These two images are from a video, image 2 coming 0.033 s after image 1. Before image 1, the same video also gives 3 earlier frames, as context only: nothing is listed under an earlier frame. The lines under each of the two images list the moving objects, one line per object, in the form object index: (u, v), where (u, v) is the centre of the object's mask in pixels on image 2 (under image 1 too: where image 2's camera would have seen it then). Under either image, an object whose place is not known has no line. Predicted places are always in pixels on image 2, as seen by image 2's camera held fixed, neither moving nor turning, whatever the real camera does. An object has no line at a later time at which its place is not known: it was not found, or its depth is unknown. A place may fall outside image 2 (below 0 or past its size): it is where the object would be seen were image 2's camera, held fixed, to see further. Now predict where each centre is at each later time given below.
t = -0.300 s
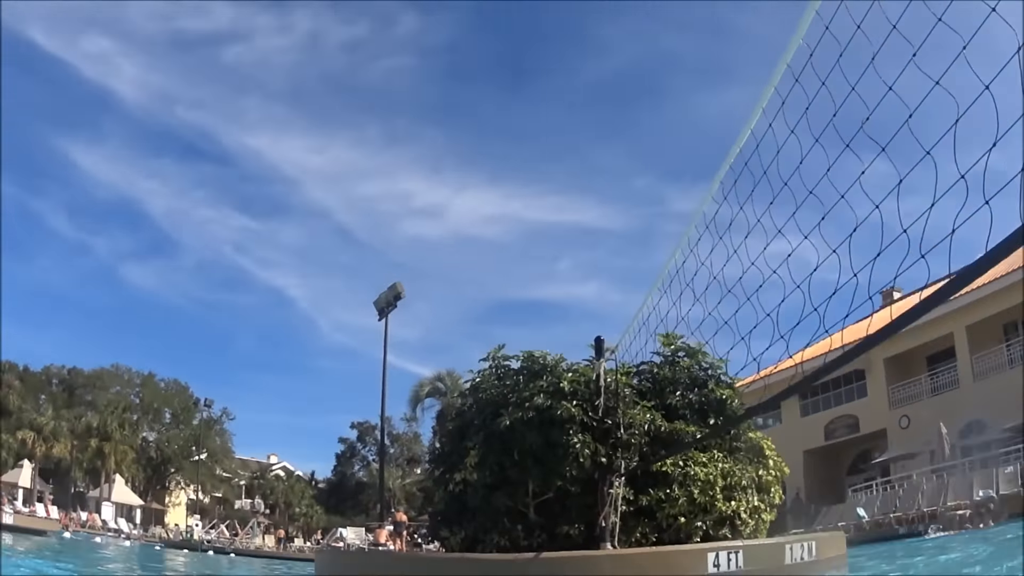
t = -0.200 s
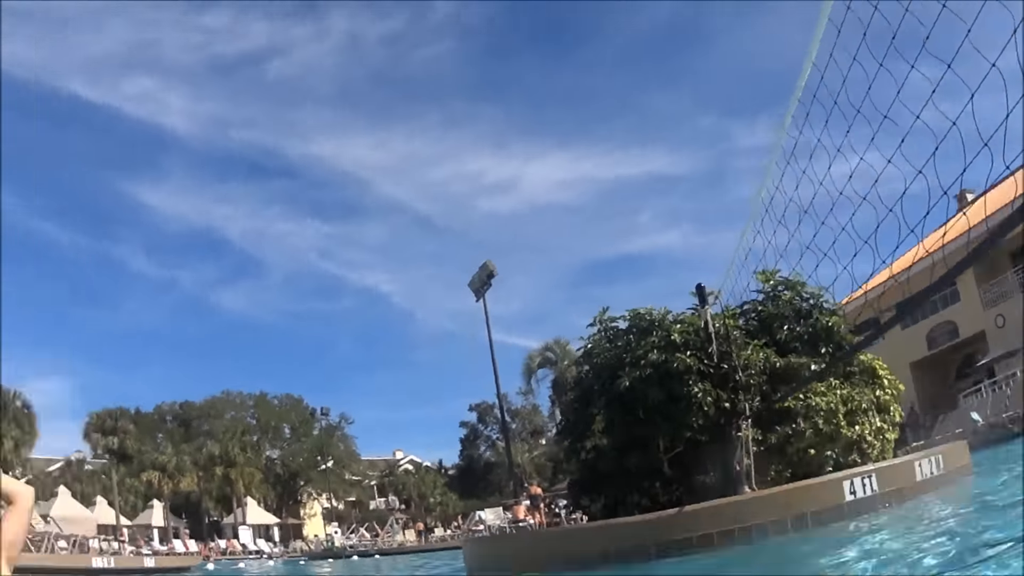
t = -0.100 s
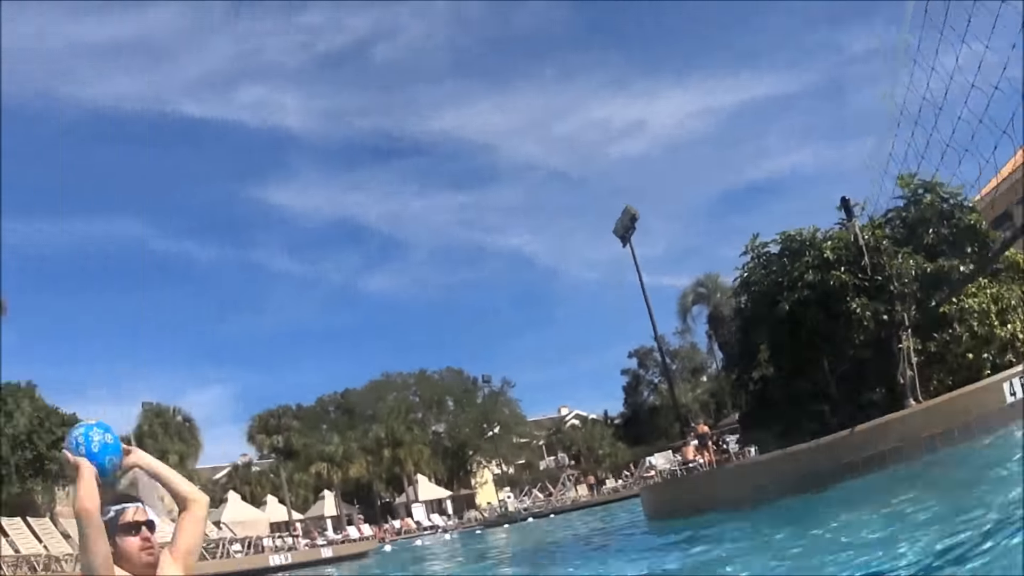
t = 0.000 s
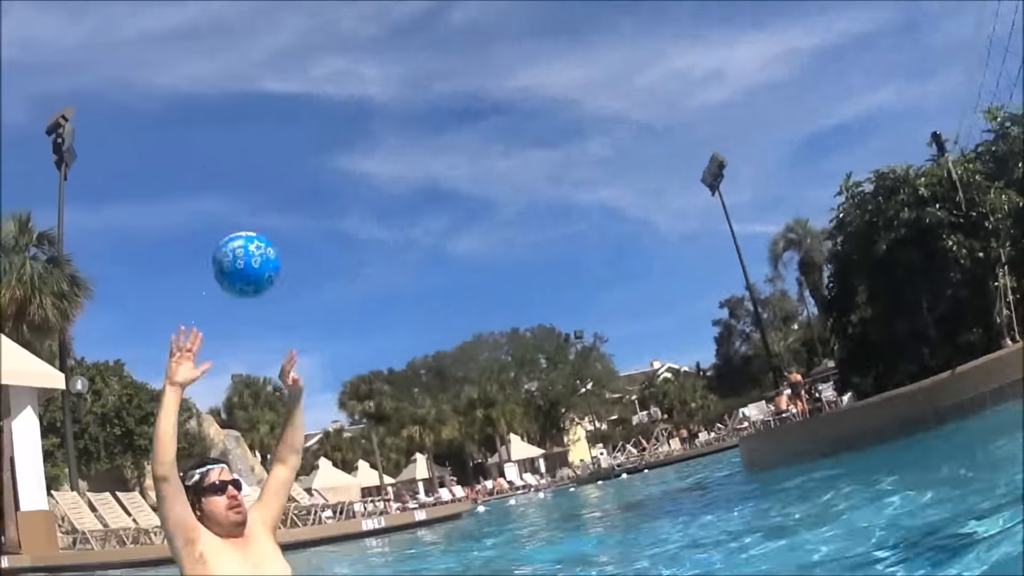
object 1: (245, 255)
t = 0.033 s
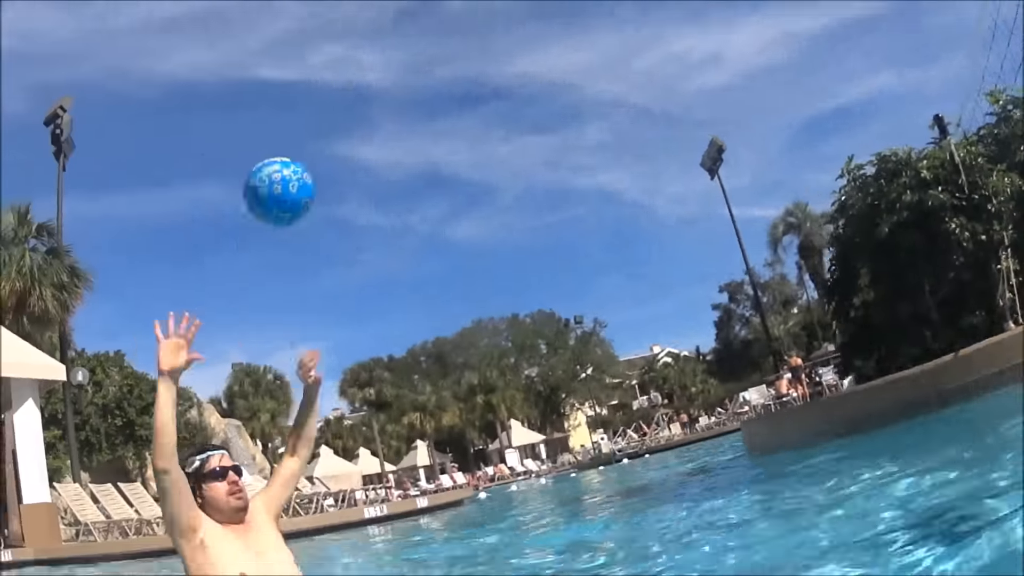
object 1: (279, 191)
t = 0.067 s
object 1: (315, 134)
